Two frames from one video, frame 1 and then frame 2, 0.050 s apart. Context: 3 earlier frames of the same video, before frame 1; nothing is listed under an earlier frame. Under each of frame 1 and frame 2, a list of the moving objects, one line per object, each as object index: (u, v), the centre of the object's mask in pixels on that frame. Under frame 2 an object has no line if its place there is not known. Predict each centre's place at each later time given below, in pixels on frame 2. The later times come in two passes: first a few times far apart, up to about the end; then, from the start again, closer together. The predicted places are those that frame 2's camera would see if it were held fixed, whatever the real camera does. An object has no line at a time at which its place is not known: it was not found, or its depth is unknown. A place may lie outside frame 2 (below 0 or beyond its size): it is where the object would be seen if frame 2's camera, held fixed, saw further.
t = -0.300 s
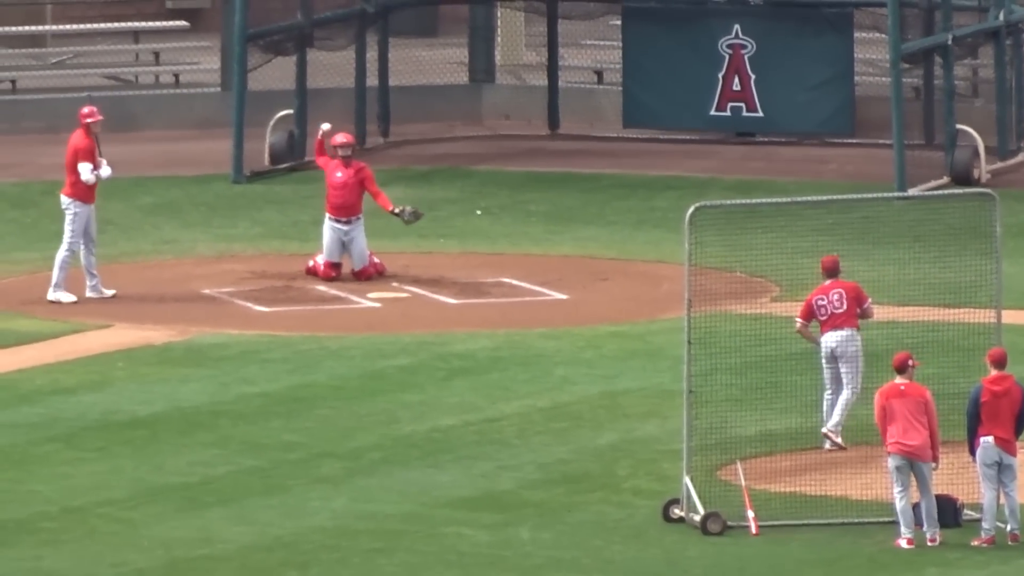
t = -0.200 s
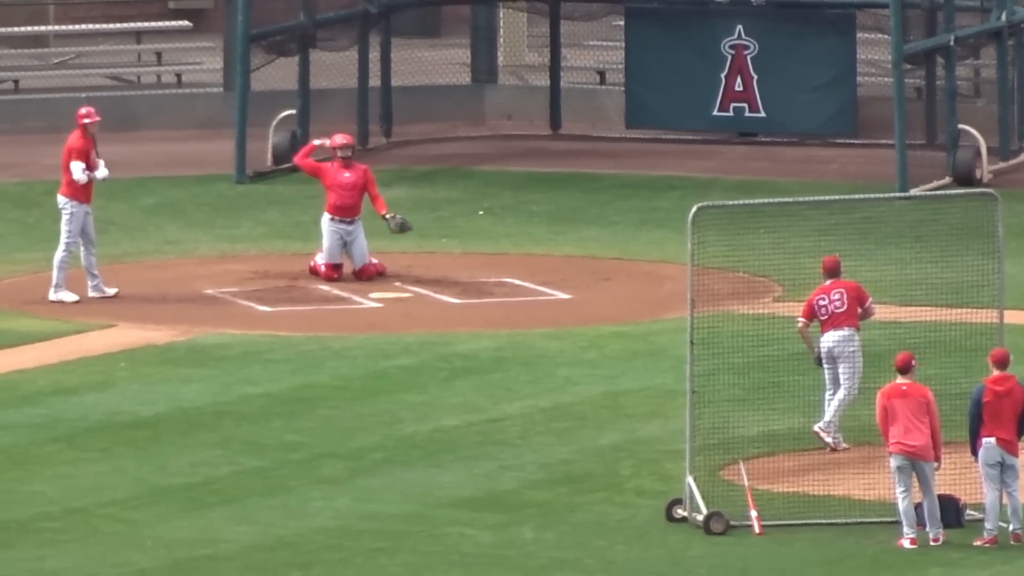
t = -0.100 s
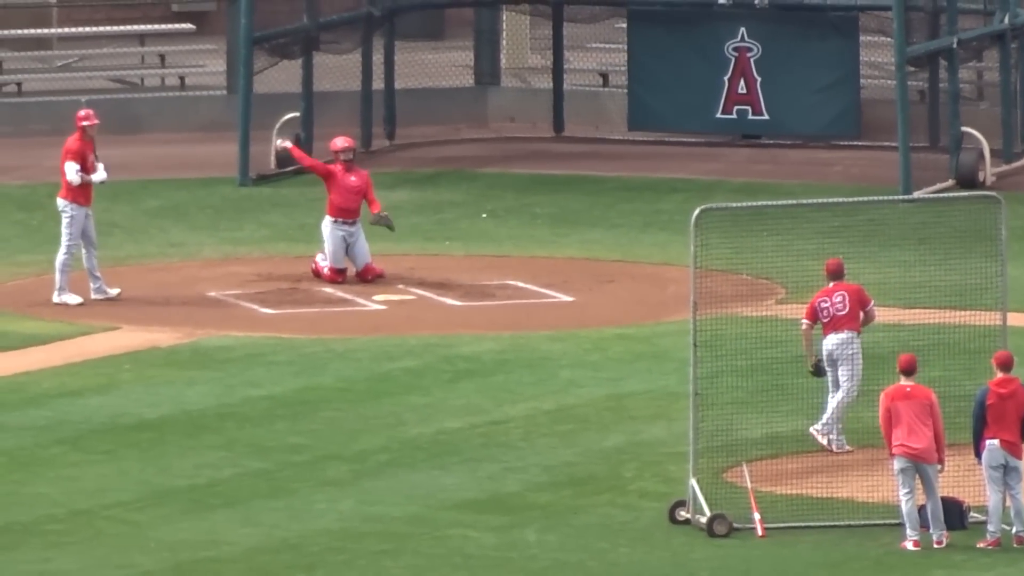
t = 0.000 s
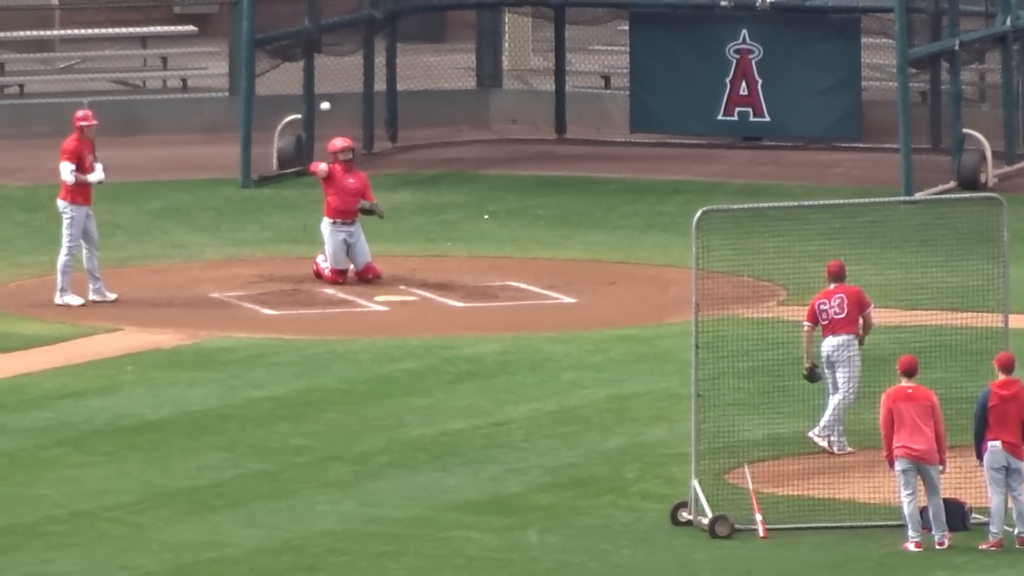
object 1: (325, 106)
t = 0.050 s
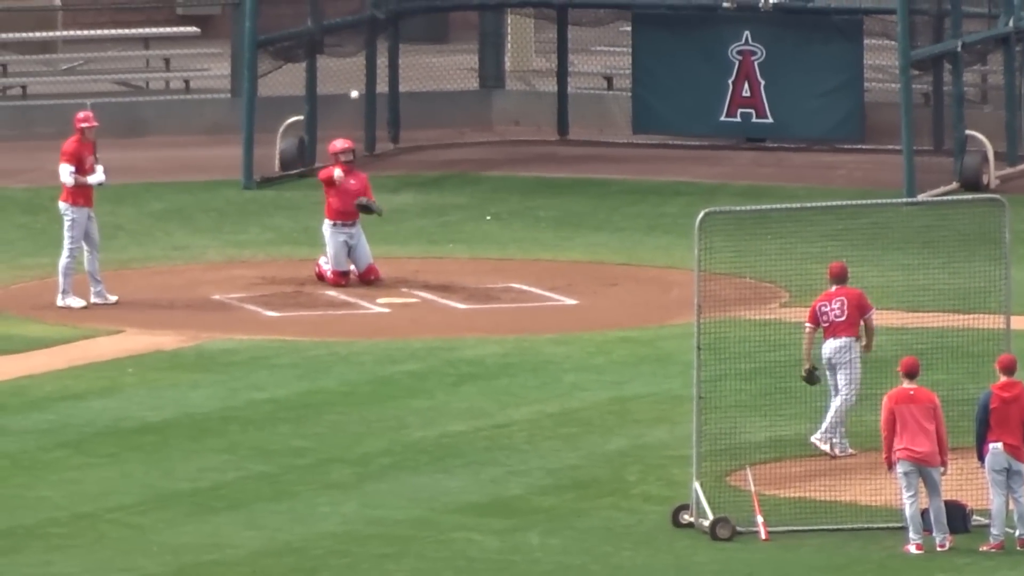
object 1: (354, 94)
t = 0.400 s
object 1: (540, 69)
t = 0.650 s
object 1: (673, 120)
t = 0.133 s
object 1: (398, 78)
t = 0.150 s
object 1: (407, 76)
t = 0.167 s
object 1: (416, 73)
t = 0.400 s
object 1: (540, 69)
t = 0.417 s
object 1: (549, 71)
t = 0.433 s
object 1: (558, 72)
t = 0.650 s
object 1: (673, 120)
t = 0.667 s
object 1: (682, 126)
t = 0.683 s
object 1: (690, 132)
